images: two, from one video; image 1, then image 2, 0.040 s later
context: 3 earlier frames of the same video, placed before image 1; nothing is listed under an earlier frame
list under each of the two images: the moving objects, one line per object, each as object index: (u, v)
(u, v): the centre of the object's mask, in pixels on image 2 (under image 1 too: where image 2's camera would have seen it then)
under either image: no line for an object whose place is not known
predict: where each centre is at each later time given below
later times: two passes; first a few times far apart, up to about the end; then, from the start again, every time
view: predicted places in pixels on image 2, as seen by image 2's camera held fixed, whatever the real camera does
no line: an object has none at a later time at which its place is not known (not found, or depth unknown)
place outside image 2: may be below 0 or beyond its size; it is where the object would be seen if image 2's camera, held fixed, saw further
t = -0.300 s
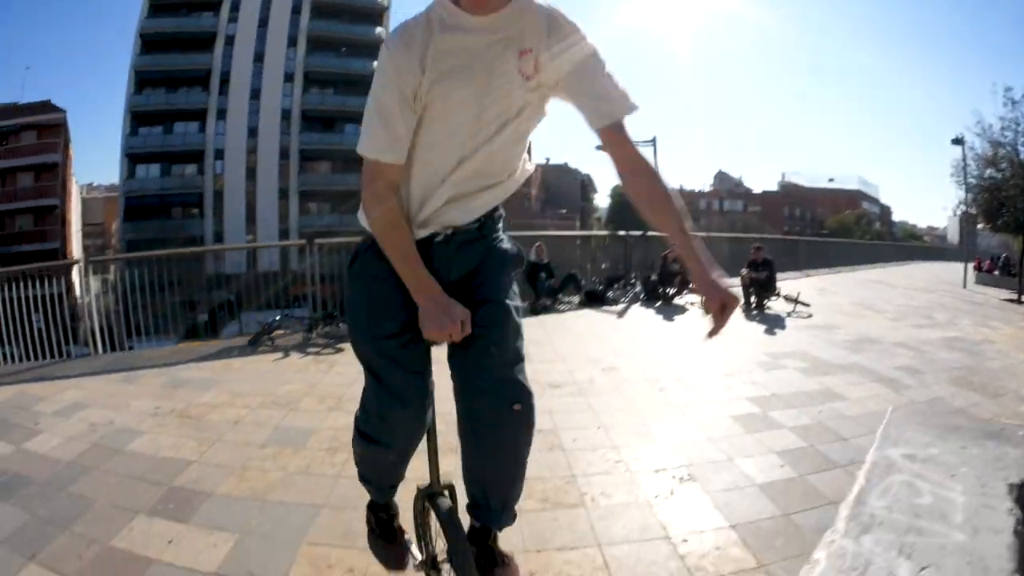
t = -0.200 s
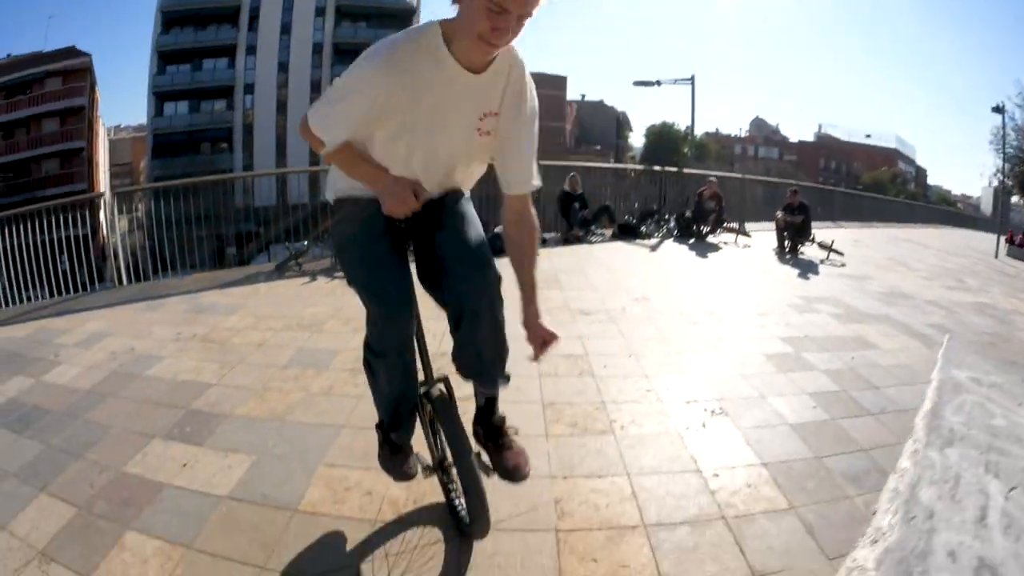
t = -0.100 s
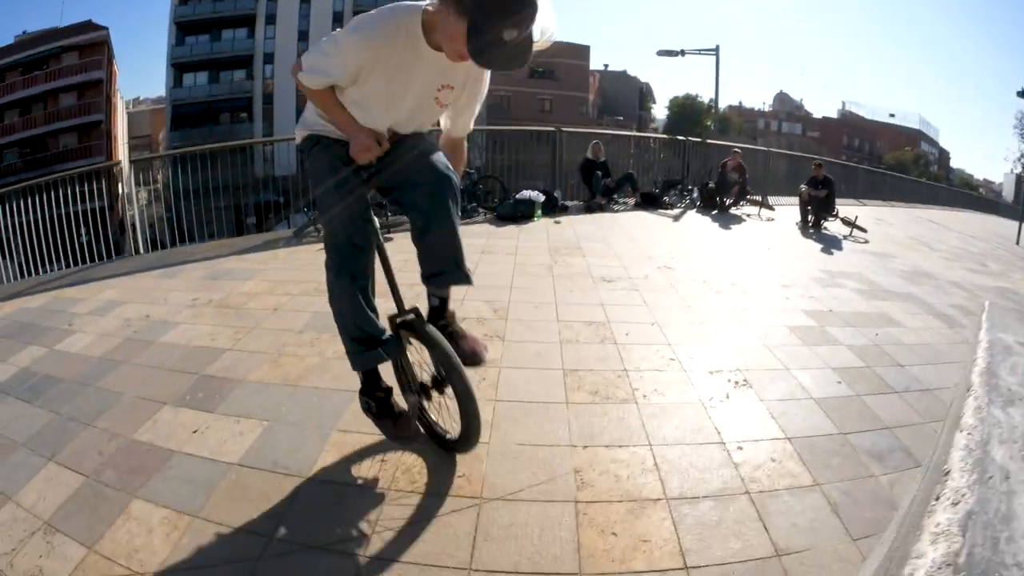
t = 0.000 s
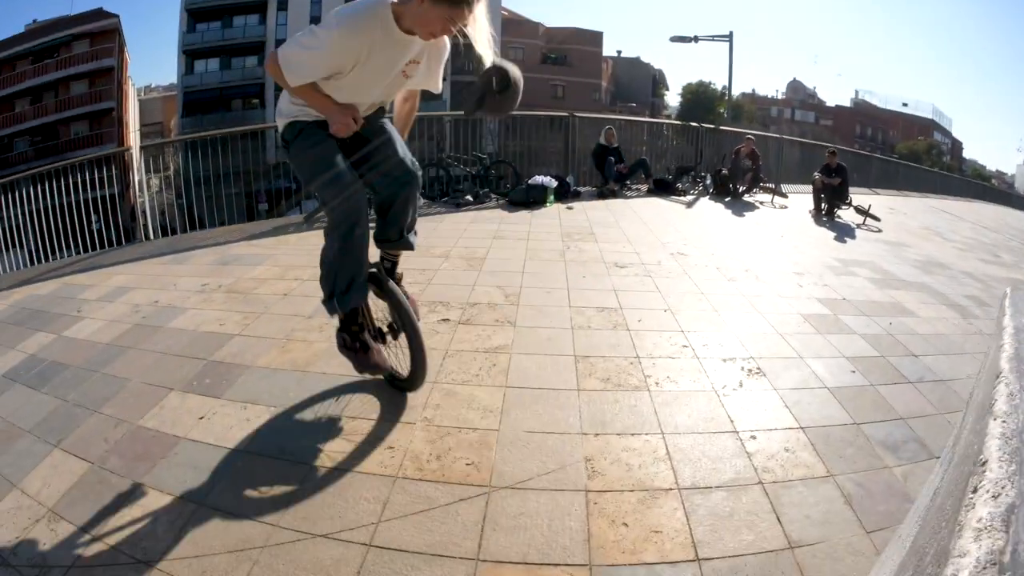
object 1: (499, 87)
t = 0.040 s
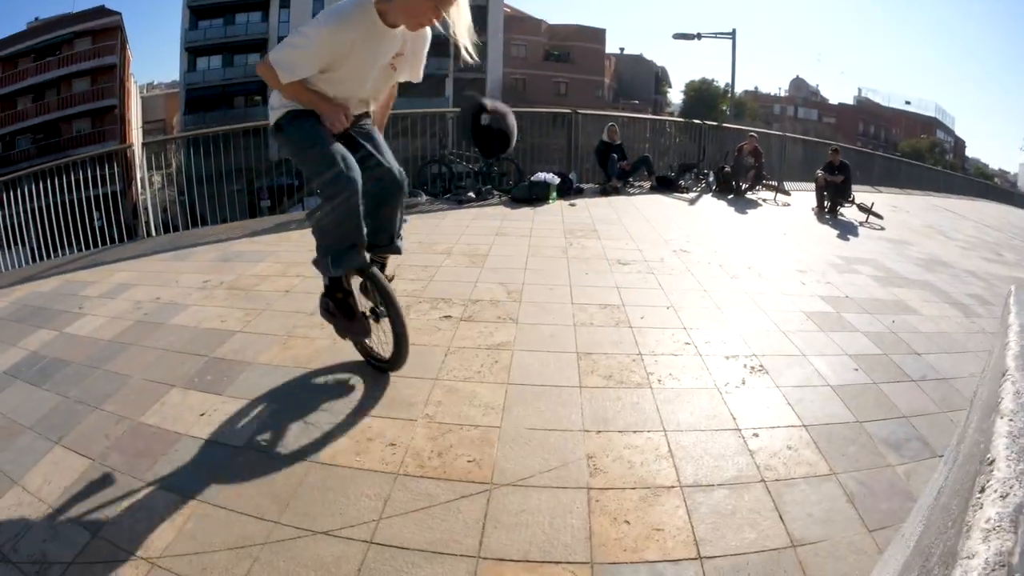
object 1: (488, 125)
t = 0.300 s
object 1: (464, 312)
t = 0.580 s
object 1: (471, 308)
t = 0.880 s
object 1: (470, 312)
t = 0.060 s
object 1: (491, 147)
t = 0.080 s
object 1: (488, 164)
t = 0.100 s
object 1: (484, 181)
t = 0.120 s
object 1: (478, 197)
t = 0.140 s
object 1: (473, 211)
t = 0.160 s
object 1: (470, 225)
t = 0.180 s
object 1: (468, 239)
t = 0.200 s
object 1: (467, 254)
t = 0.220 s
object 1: (468, 269)
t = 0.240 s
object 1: (471, 279)
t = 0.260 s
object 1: (467, 291)
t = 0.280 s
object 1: (465, 302)
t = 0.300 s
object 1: (464, 312)
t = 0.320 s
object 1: (466, 311)
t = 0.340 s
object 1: (467, 308)
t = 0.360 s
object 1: (467, 306)
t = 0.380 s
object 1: (467, 305)
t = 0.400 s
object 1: (468, 304)
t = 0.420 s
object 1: (468, 304)
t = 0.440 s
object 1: (468, 304)
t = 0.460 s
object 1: (468, 305)
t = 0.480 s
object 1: (469, 306)
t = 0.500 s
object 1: (470, 307)
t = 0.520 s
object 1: (471, 307)
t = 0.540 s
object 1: (471, 308)
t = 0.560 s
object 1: (471, 307)
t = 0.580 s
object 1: (471, 308)
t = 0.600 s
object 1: (472, 308)
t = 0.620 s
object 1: (471, 308)
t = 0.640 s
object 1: (471, 308)
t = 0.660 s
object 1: (471, 309)
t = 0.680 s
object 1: (471, 309)
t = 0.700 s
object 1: (471, 310)
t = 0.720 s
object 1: (471, 310)
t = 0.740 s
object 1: (471, 310)
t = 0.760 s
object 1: (471, 310)
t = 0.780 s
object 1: (471, 311)
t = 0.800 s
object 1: (470, 311)
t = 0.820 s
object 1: (470, 311)
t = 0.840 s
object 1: (470, 311)
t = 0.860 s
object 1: (470, 312)
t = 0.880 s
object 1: (470, 312)
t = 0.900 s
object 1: (469, 312)
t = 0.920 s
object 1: (469, 312)
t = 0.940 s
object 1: (469, 312)
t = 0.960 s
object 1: (469, 312)
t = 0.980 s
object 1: (469, 313)
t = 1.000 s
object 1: (469, 313)
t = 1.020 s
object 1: (469, 313)
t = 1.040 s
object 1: (469, 313)
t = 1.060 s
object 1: (468, 313)
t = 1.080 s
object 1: (468, 314)
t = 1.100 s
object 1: (468, 314)
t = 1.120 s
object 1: (468, 314)
